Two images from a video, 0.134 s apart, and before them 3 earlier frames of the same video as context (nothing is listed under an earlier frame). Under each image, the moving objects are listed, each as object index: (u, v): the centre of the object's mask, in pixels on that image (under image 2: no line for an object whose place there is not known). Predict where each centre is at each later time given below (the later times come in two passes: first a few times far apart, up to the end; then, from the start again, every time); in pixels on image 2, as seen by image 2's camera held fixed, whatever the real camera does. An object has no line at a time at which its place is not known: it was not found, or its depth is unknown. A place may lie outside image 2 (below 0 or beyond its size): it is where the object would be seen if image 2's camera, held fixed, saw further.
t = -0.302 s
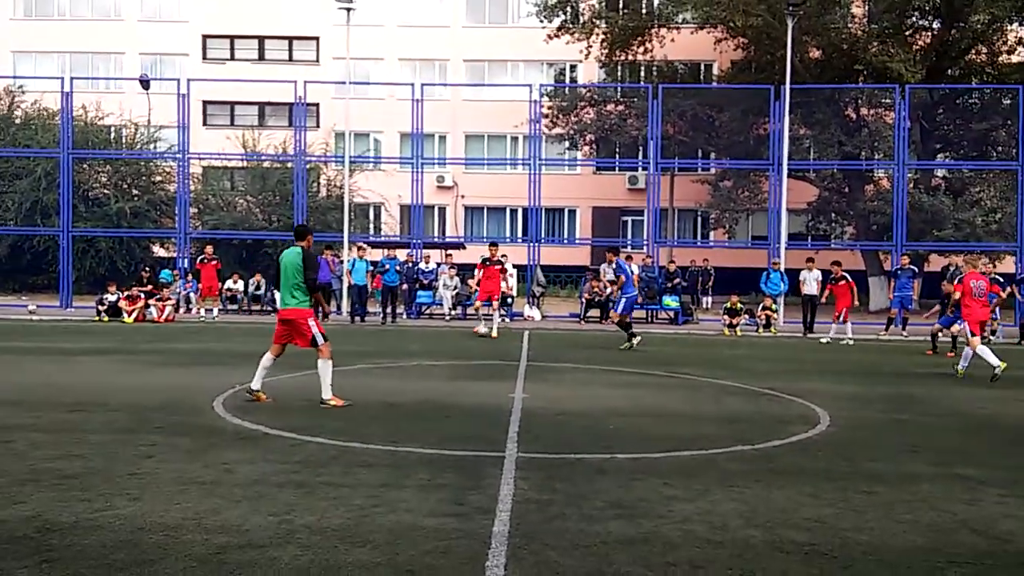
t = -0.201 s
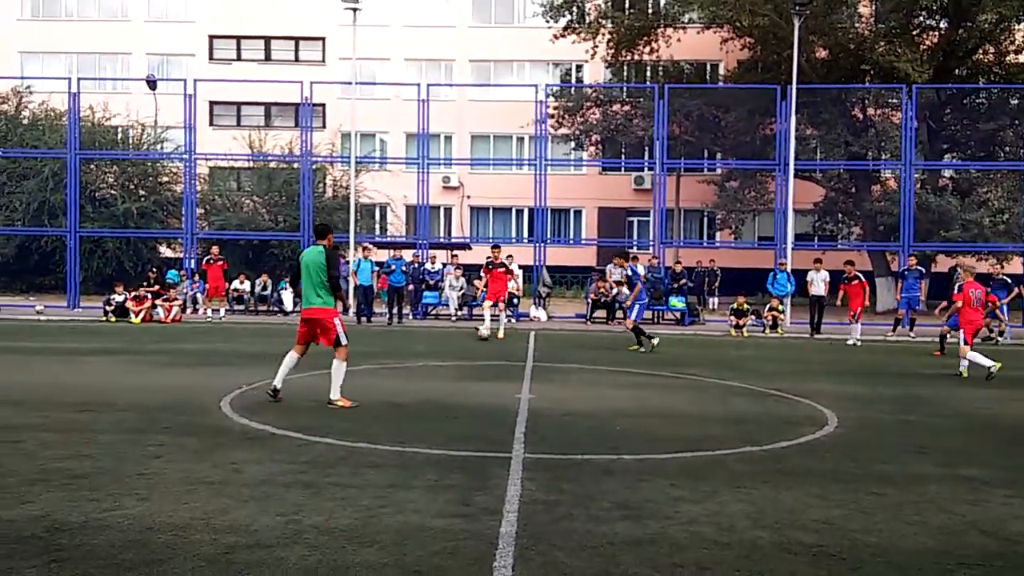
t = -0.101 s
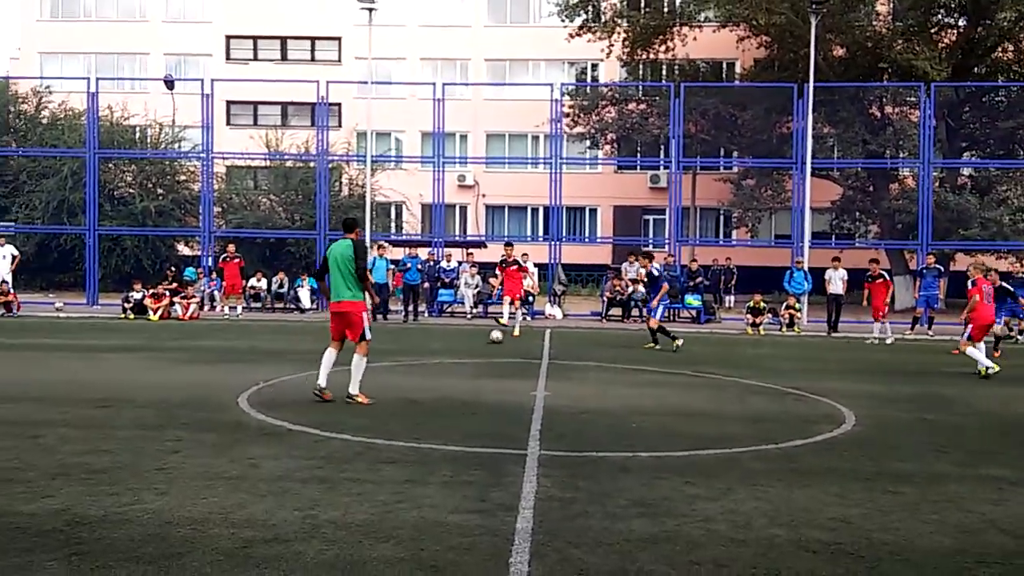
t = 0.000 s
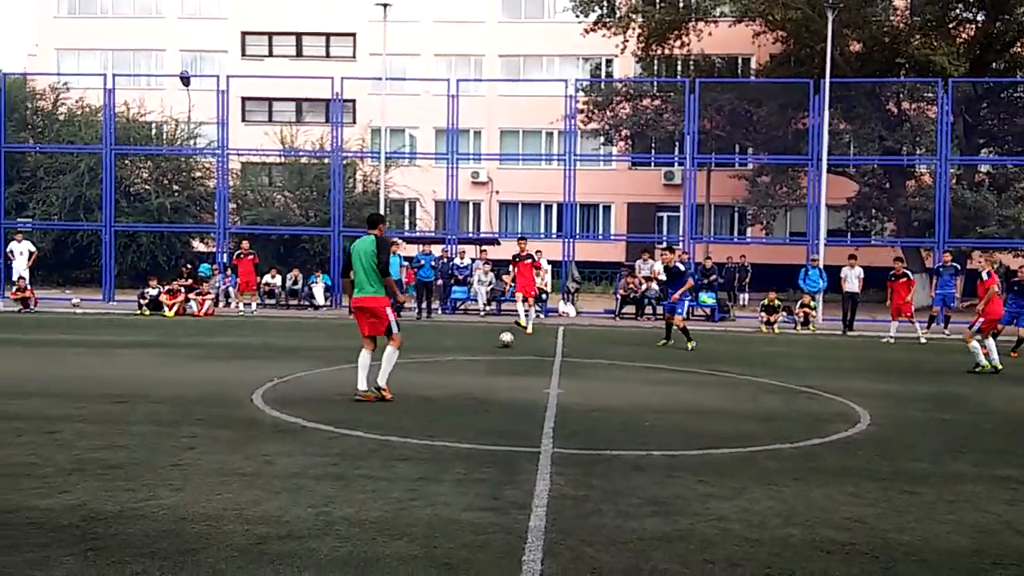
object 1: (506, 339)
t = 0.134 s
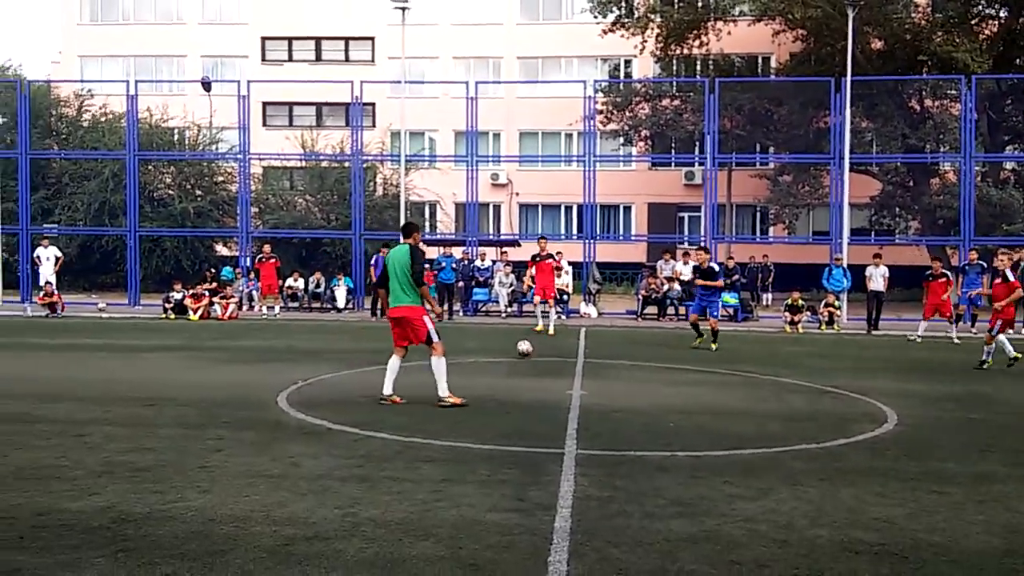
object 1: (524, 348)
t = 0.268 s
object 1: (519, 360)
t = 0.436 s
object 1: (513, 375)
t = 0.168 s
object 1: (523, 350)
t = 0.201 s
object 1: (521, 354)
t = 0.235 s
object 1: (519, 359)
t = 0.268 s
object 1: (519, 360)
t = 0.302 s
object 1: (518, 362)
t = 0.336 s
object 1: (516, 365)
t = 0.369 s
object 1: (515, 369)
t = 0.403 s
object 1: (514, 373)
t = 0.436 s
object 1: (513, 375)
